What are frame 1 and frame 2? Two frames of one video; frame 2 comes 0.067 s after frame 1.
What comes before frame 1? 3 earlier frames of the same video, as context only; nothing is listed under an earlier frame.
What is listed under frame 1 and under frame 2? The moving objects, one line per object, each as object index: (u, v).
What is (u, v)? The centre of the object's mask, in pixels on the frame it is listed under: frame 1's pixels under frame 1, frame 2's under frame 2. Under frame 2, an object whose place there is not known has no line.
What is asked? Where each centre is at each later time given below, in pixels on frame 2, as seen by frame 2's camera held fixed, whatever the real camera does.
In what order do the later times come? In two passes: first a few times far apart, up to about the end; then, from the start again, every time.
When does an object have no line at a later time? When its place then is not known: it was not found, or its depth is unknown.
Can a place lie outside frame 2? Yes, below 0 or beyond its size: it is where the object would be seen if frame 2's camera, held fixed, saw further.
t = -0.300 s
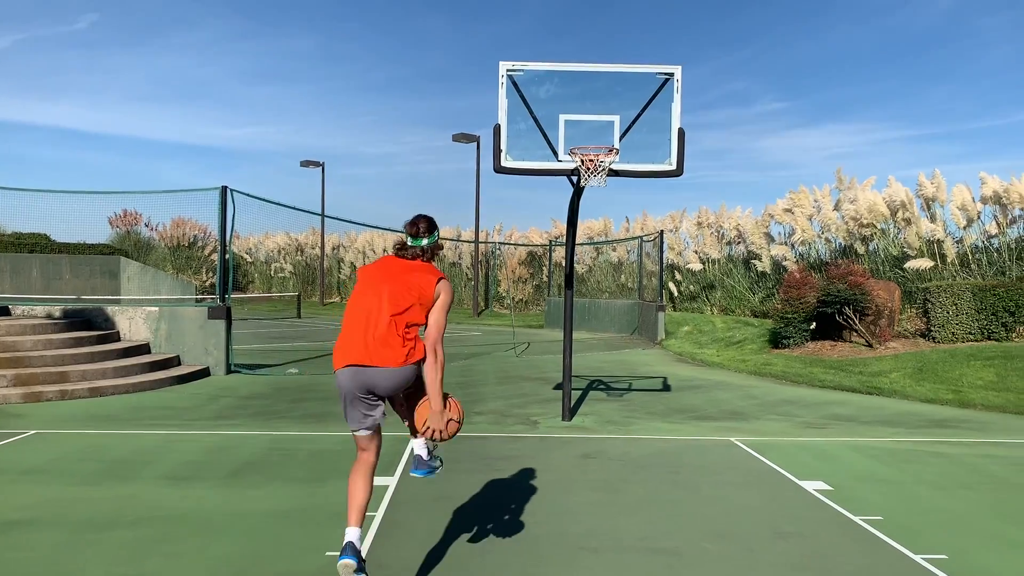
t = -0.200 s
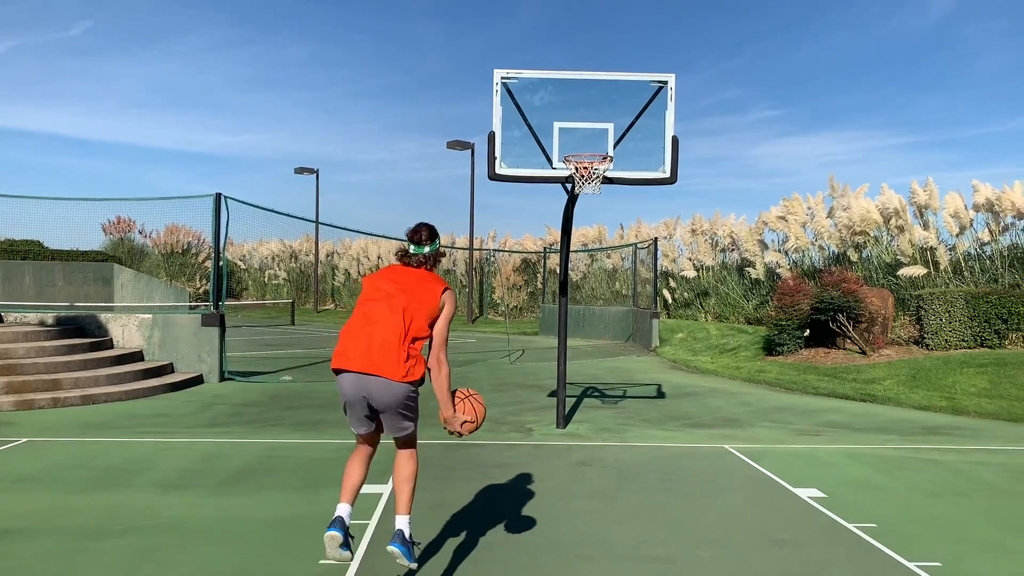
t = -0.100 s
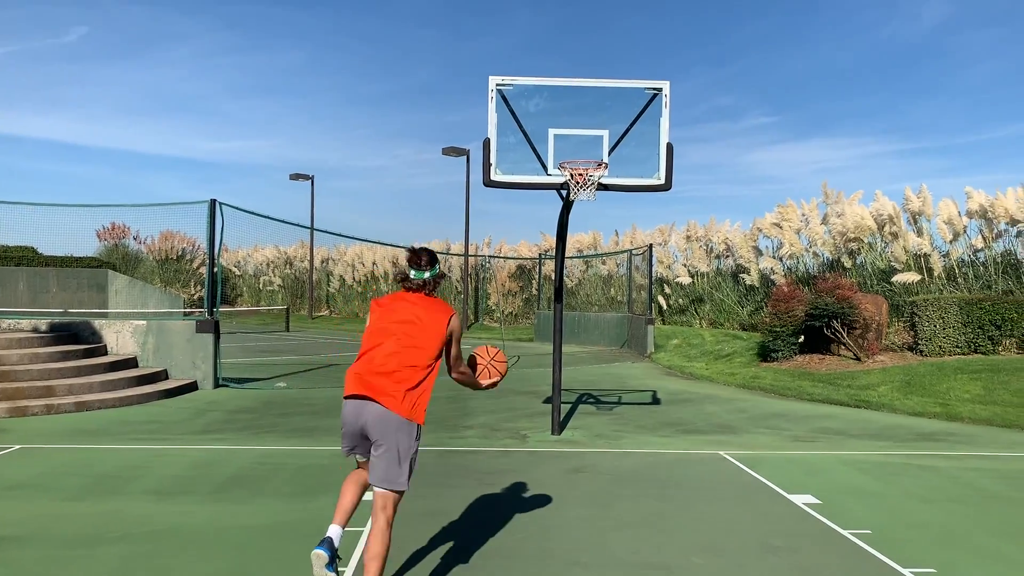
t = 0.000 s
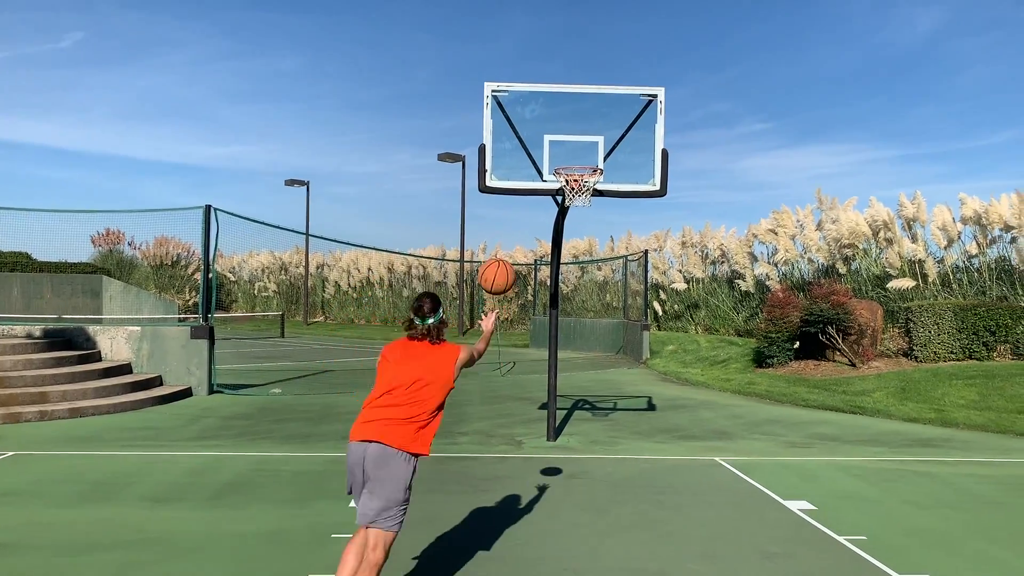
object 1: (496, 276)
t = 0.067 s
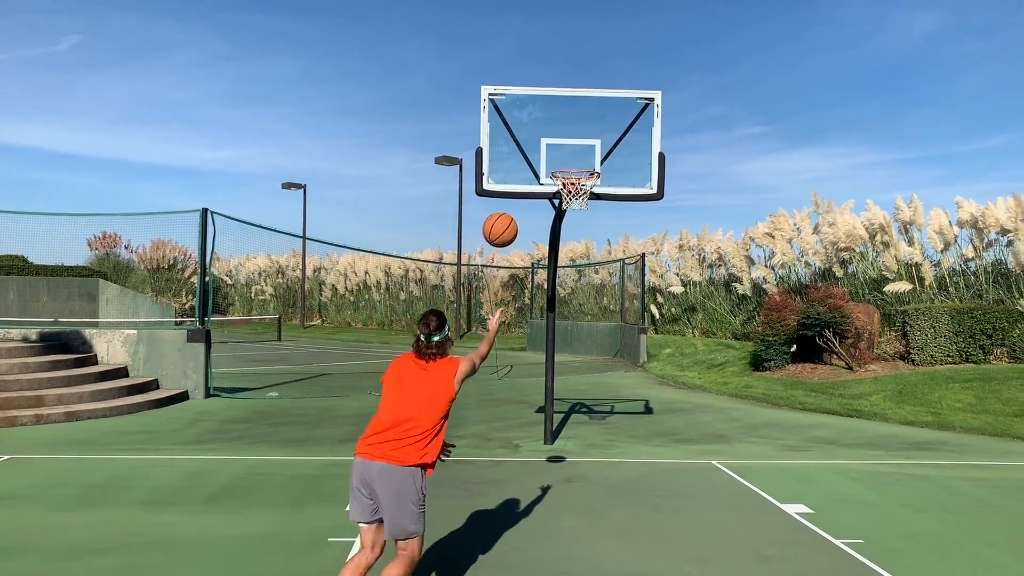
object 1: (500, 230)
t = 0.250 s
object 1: (513, 145)
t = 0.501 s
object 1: (527, 117)
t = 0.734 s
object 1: (536, 144)
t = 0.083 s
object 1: (501, 219)
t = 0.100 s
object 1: (503, 209)
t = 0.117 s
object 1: (504, 200)
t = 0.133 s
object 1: (506, 191)
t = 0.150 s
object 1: (507, 182)
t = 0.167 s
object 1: (508, 175)
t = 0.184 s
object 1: (509, 168)
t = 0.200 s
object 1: (510, 161)
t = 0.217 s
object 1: (511, 155)
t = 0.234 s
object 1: (512, 150)
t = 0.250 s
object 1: (513, 145)
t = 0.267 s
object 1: (514, 140)
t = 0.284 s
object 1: (515, 135)
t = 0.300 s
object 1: (516, 132)
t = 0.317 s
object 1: (517, 129)
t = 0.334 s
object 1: (518, 126)
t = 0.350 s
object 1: (519, 123)
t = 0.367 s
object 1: (520, 121)
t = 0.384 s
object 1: (521, 120)
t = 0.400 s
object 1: (522, 118)
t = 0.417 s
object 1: (523, 117)
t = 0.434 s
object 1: (524, 117)
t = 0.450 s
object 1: (525, 116)
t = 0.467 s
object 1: (525, 116)
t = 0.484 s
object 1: (526, 116)
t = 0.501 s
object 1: (527, 117)
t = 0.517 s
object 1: (527, 118)
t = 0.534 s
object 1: (528, 119)
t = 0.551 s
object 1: (529, 120)
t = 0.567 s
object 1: (529, 122)
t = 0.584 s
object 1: (530, 124)
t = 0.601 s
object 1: (531, 126)
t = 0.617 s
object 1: (531, 129)
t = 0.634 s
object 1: (532, 132)
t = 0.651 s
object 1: (532, 135)
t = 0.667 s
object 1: (533, 137)
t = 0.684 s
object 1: (533, 141)
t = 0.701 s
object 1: (534, 144)
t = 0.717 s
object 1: (535, 145)
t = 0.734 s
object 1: (536, 144)
